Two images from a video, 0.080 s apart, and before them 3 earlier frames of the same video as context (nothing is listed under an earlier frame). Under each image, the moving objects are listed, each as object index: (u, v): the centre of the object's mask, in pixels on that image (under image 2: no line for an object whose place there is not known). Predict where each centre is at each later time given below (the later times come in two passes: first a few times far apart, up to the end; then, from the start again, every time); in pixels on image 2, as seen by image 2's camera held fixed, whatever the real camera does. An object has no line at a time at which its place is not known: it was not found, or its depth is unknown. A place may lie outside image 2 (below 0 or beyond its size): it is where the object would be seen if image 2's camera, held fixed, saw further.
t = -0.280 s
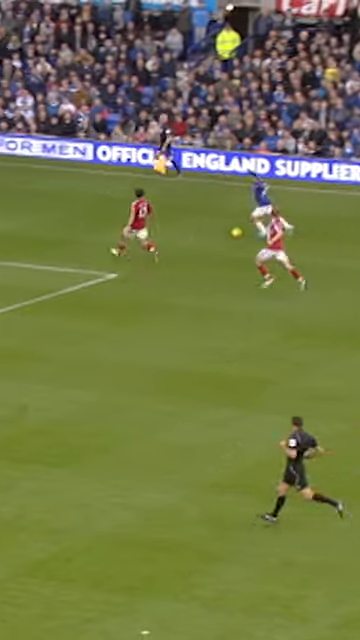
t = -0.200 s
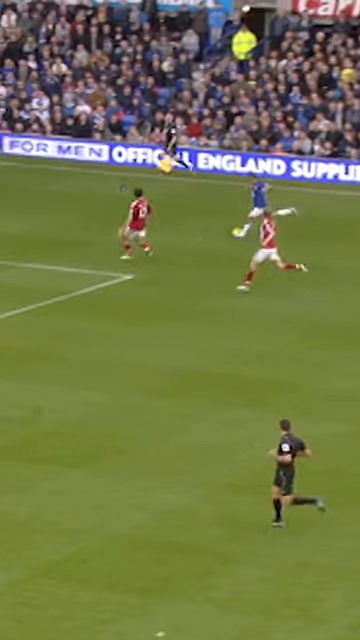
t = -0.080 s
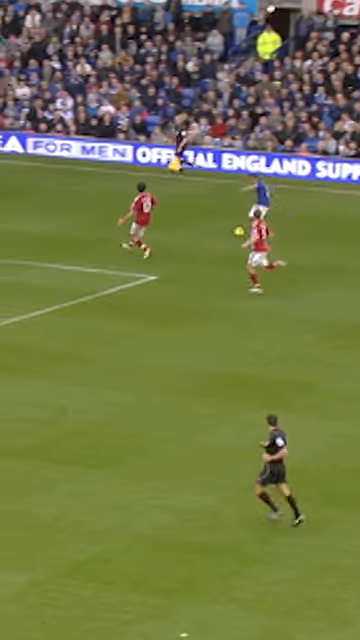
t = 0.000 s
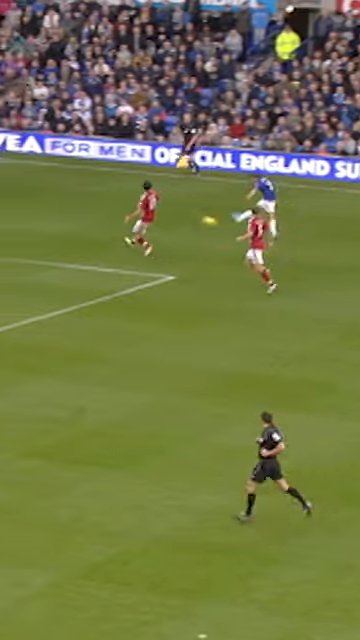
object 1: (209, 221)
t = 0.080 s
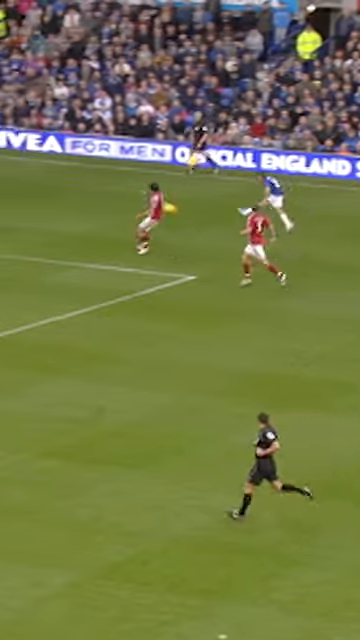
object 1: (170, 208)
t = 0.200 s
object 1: (78, 195)
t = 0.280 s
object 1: (20, 189)
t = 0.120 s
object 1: (137, 203)
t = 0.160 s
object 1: (108, 198)
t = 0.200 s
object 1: (78, 195)
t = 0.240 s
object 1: (49, 191)
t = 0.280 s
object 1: (20, 189)
